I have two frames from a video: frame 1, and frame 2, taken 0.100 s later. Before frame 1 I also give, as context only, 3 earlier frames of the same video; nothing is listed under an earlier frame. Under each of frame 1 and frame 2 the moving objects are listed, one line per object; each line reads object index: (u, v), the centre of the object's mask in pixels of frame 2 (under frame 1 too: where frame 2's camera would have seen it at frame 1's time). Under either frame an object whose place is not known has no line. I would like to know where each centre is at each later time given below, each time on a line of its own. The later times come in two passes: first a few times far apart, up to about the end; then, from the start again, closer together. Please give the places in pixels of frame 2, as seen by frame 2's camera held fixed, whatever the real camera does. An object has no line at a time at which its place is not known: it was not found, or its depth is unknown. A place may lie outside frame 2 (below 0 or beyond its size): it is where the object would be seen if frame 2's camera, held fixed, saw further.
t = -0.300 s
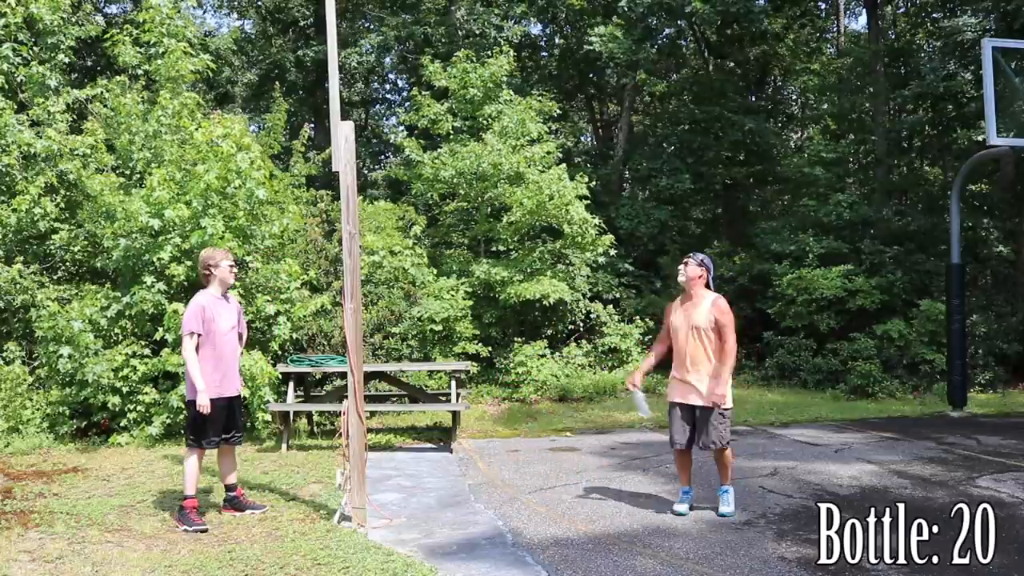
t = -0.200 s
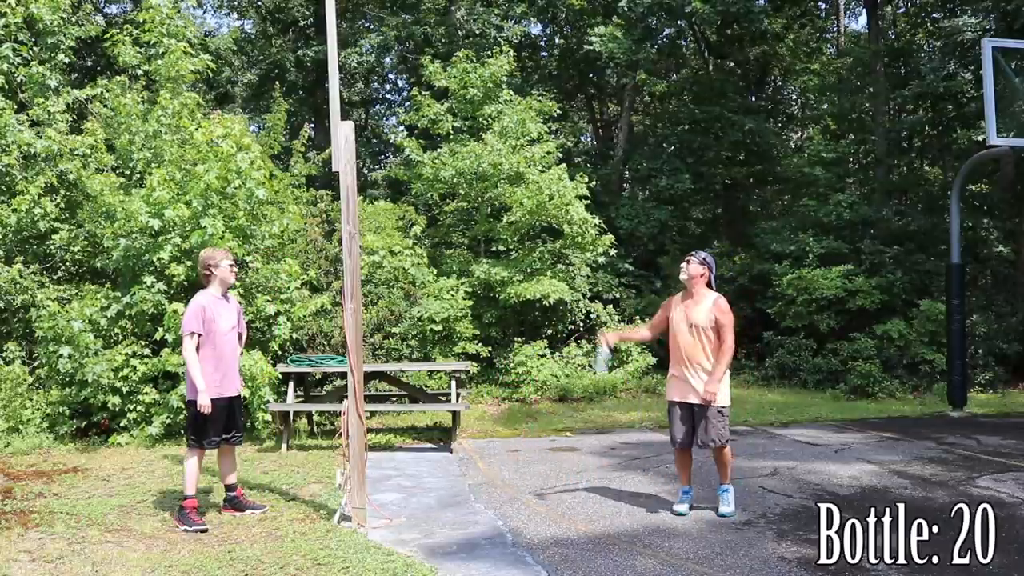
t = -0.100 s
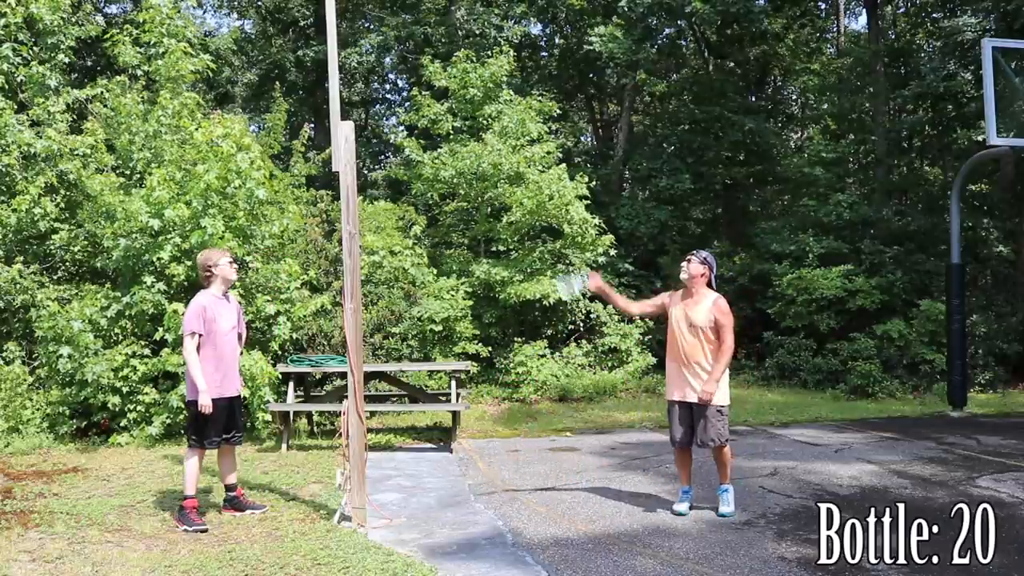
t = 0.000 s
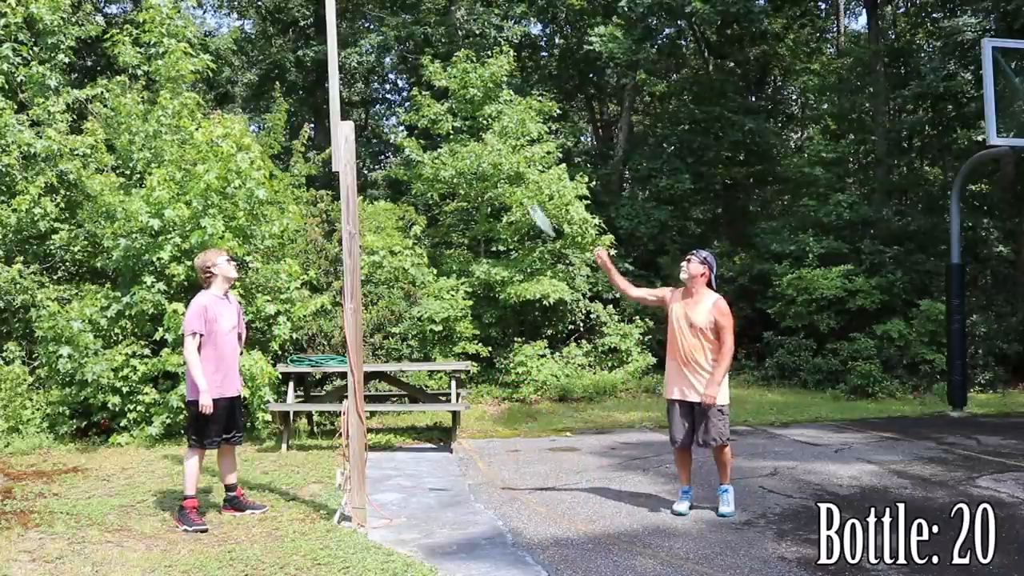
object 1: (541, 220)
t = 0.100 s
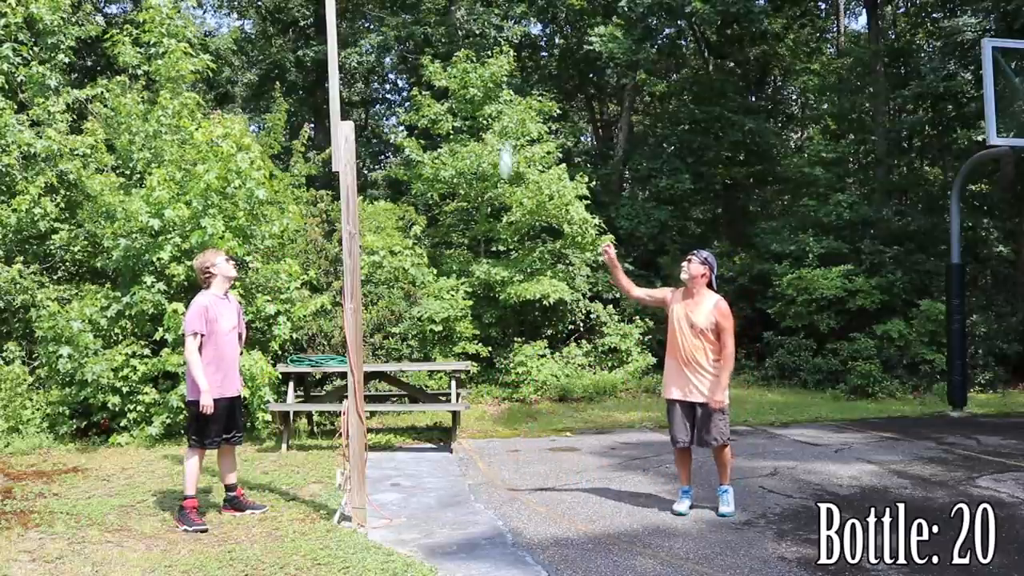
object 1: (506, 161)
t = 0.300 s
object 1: (448, 82)
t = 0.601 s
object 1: (368, 86)
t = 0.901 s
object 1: (369, 129)
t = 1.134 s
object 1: (401, 213)
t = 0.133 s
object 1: (495, 142)
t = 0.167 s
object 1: (485, 127)
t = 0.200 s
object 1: (474, 113)
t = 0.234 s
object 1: (465, 101)
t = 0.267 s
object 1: (456, 91)
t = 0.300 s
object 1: (448, 82)
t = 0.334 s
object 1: (439, 75)
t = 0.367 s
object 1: (430, 71)
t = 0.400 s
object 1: (422, 68)
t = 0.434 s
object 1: (412, 66)
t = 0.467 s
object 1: (404, 67)
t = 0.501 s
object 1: (395, 69)
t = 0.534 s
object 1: (386, 72)
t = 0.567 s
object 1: (377, 79)
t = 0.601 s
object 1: (368, 86)
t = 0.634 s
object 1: (359, 95)
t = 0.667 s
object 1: (354, 107)
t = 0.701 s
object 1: (351, 116)
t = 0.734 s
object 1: (352, 116)
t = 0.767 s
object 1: (355, 116)
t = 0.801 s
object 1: (358, 118)
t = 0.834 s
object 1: (362, 121)
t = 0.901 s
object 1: (369, 129)
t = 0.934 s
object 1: (373, 135)
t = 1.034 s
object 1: (387, 167)
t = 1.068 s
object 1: (391, 181)
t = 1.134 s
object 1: (401, 213)
